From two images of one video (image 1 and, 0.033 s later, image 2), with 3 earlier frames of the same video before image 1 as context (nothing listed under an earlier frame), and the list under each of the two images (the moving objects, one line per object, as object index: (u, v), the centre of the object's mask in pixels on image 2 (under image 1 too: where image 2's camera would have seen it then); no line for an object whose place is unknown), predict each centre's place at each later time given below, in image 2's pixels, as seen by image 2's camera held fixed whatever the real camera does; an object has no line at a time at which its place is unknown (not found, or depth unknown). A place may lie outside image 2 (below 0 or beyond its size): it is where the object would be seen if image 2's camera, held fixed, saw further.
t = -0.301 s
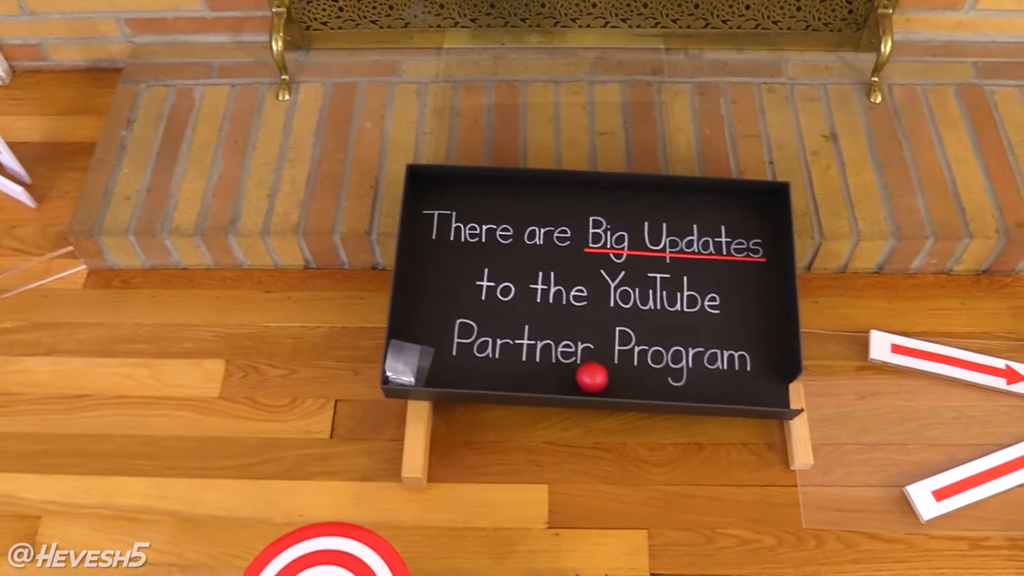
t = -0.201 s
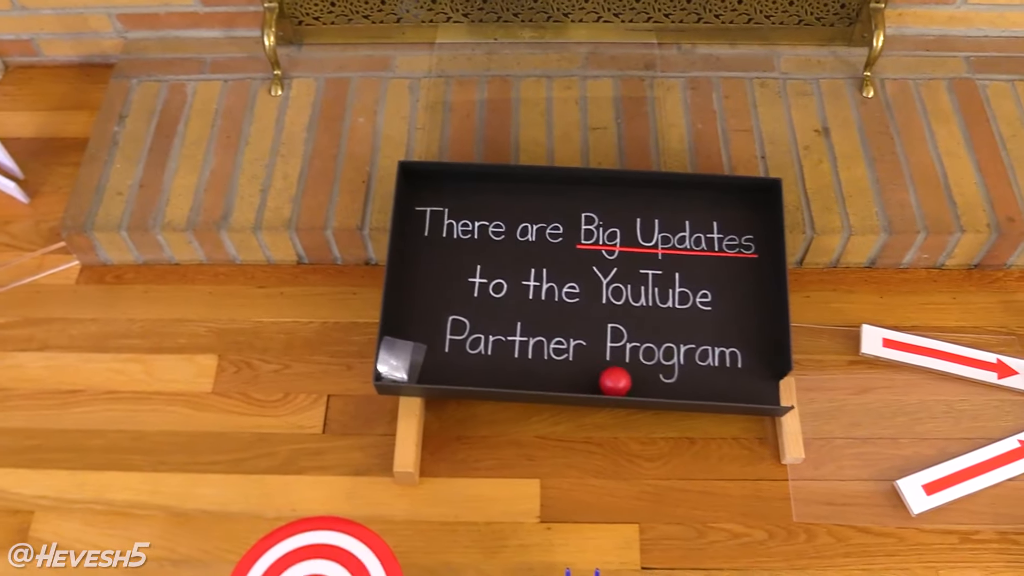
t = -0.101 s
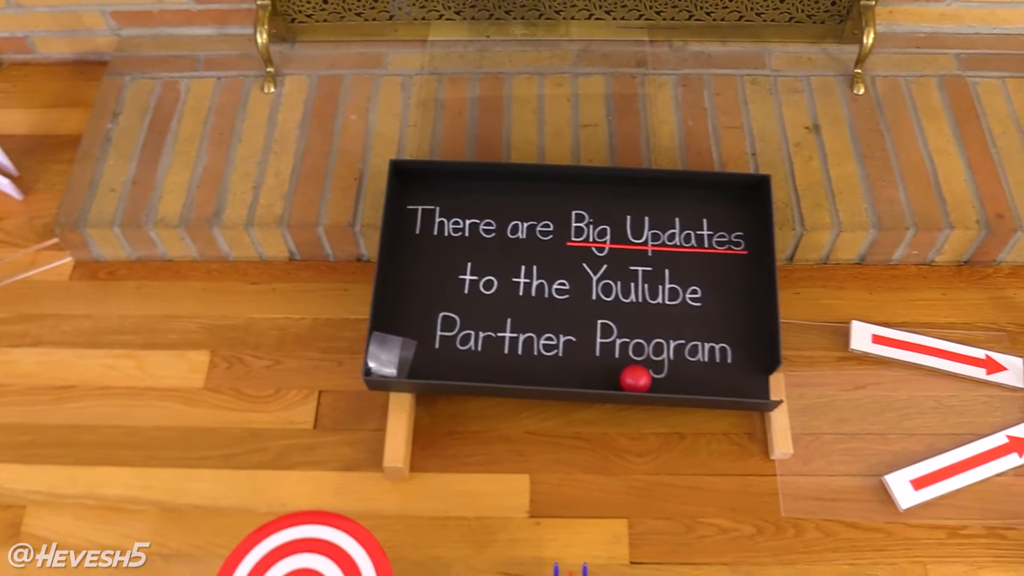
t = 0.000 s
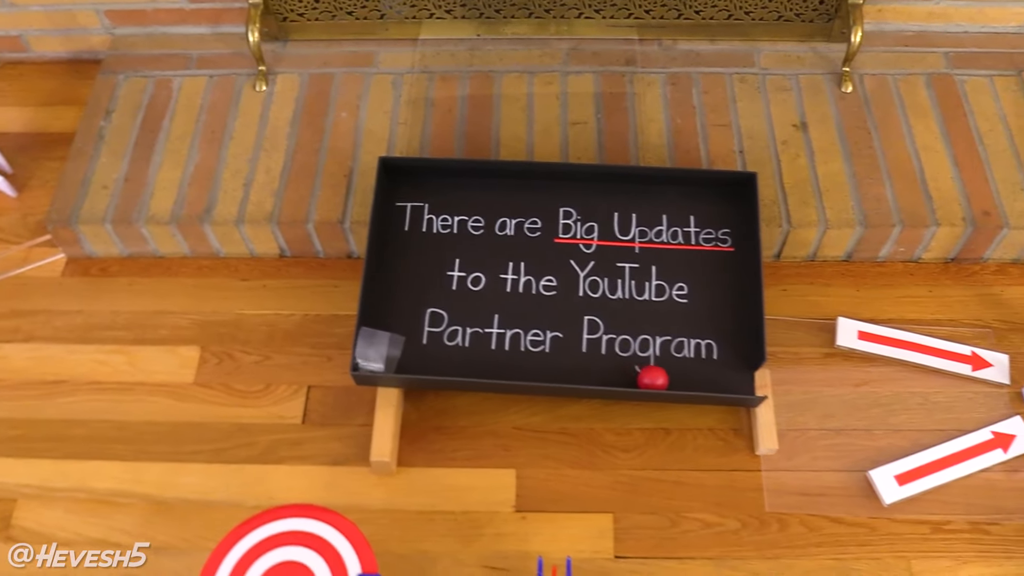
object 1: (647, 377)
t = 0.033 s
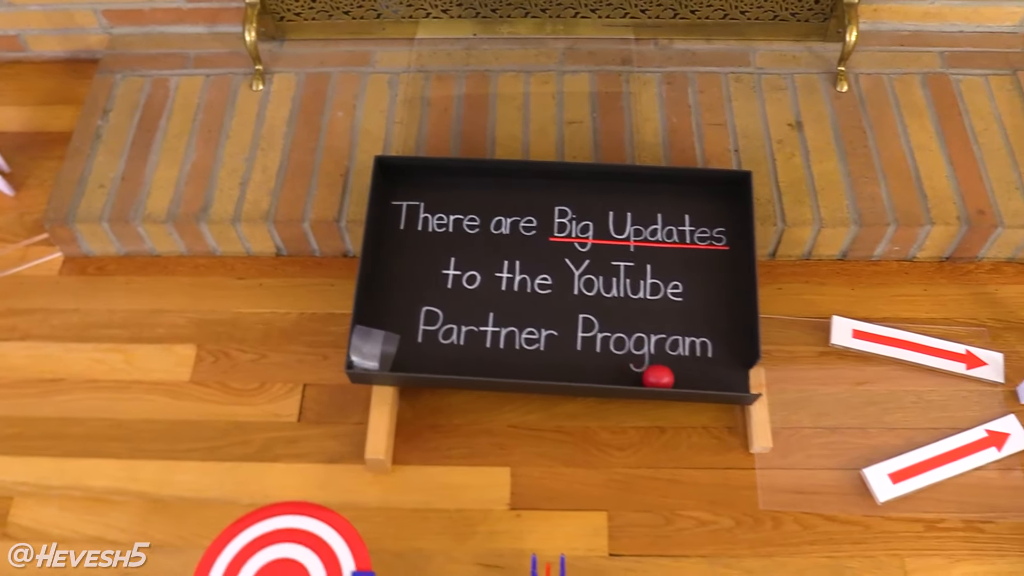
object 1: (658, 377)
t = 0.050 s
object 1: (664, 378)
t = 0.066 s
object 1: (669, 378)
